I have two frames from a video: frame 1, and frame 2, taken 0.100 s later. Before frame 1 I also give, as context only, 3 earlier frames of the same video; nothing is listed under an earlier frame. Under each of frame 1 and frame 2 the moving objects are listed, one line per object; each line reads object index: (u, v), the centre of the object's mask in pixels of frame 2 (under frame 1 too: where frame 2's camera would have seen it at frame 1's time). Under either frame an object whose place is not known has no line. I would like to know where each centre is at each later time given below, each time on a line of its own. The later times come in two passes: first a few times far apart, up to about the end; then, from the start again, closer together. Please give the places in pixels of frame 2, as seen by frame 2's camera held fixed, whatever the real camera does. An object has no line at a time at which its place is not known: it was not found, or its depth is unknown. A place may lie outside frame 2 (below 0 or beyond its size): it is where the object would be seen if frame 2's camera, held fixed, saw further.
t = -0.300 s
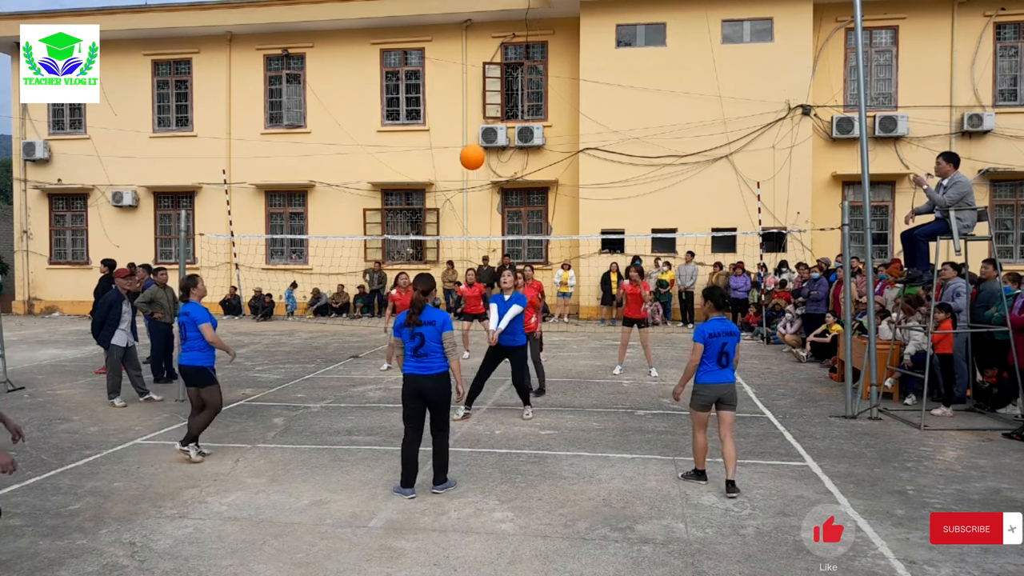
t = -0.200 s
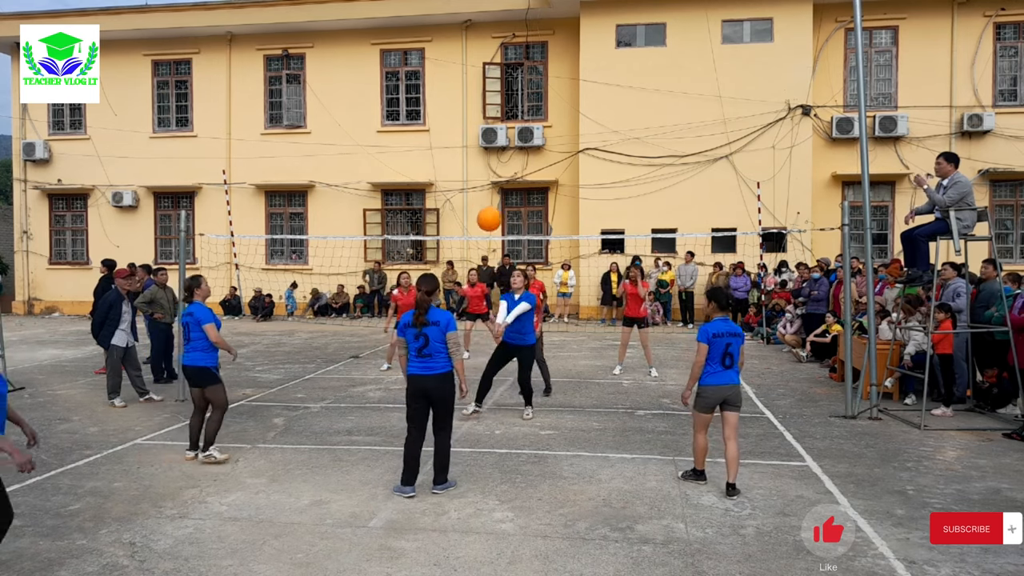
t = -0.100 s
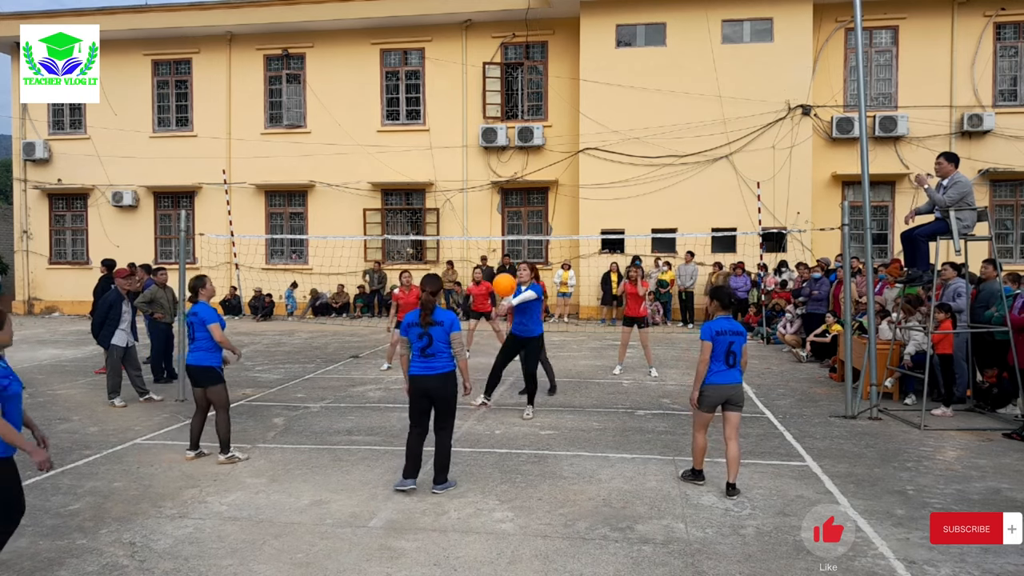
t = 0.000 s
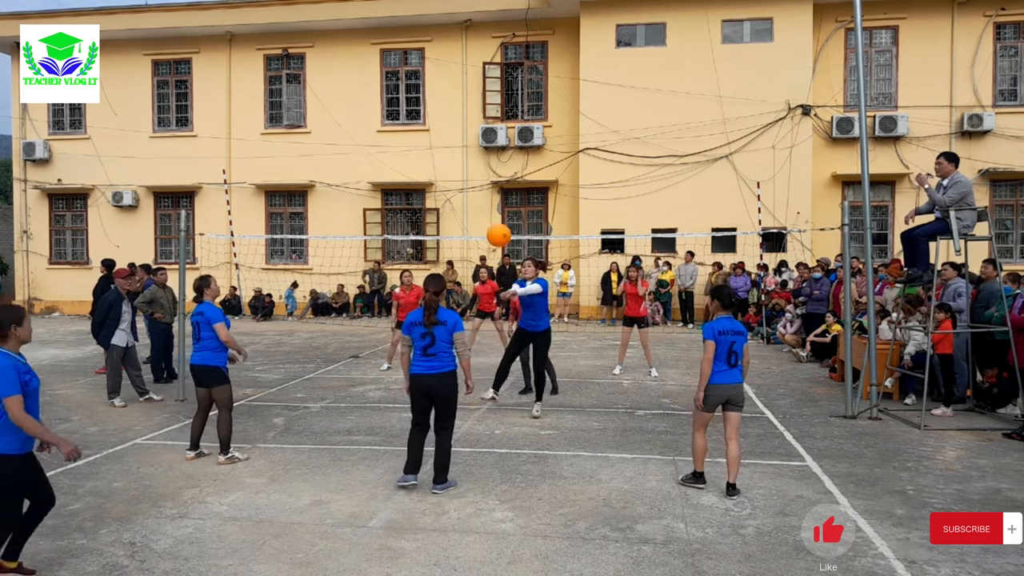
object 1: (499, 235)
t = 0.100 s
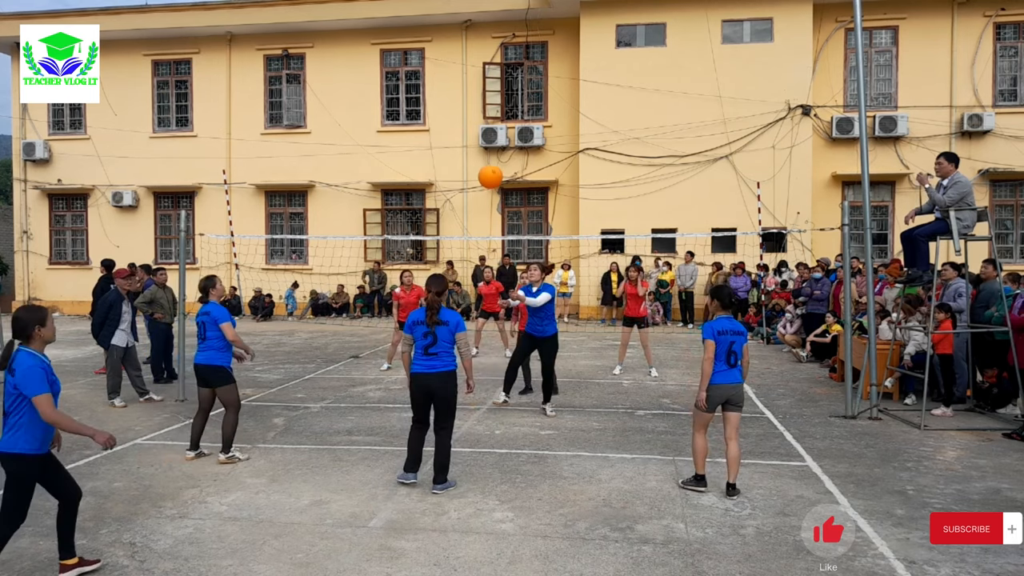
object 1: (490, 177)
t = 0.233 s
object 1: (479, 110)
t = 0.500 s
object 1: (455, 24)
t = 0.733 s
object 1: (433, 11)
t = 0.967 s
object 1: (410, 58)
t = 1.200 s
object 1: (387, 178)
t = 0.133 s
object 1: (487, 158)
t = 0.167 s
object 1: (485, 141)
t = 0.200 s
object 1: (482, 125)
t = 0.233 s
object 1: (479, 110)
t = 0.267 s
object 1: (476, 96)
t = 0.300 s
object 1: (473, 82)
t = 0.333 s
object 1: (470, 70)
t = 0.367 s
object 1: (467, 58)
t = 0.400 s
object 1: (464, 48)
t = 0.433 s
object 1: (461, 38)
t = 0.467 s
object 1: (458, 31)
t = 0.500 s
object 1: (455, 24)
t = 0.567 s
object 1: (449, 14)
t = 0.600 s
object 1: (446, 12)
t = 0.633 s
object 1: (443, 10)
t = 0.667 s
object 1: (440, 10)
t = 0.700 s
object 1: (437, 10)
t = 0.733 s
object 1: (433, 11)
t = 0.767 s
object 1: (430, 12)
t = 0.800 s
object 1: (427, 15)
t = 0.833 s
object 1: (423, 21)
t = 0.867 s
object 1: (420, 28)
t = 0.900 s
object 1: (417, 37)
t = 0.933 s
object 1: (413, 47)
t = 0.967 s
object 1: (410, 58)
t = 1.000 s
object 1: (406, 71)
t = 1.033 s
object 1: (403, 85)
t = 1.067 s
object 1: (399, 101)
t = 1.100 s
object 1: (396, 118)
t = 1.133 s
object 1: (393, 136)
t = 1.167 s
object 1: (390, 157)
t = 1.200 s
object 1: (387, 178)
